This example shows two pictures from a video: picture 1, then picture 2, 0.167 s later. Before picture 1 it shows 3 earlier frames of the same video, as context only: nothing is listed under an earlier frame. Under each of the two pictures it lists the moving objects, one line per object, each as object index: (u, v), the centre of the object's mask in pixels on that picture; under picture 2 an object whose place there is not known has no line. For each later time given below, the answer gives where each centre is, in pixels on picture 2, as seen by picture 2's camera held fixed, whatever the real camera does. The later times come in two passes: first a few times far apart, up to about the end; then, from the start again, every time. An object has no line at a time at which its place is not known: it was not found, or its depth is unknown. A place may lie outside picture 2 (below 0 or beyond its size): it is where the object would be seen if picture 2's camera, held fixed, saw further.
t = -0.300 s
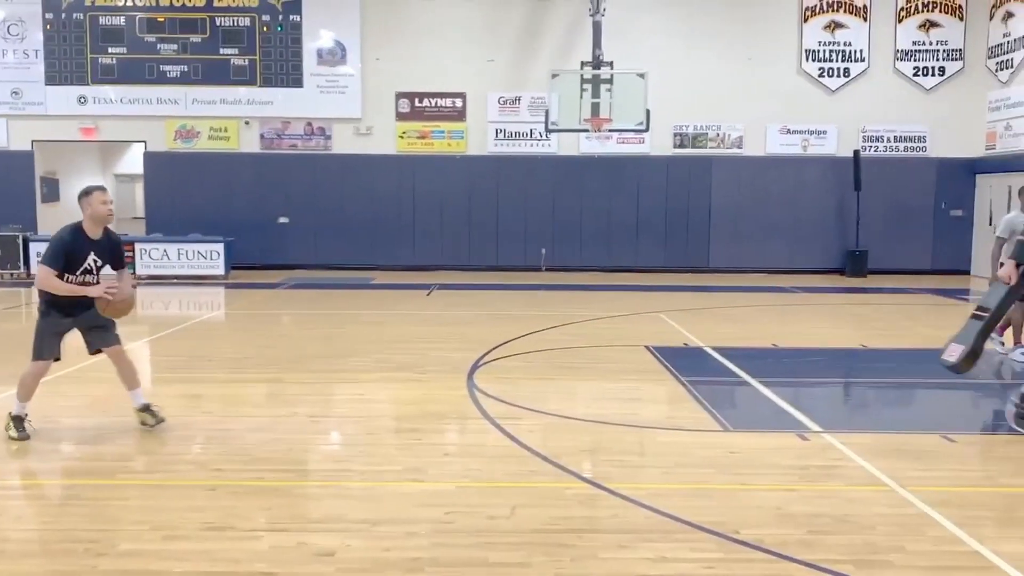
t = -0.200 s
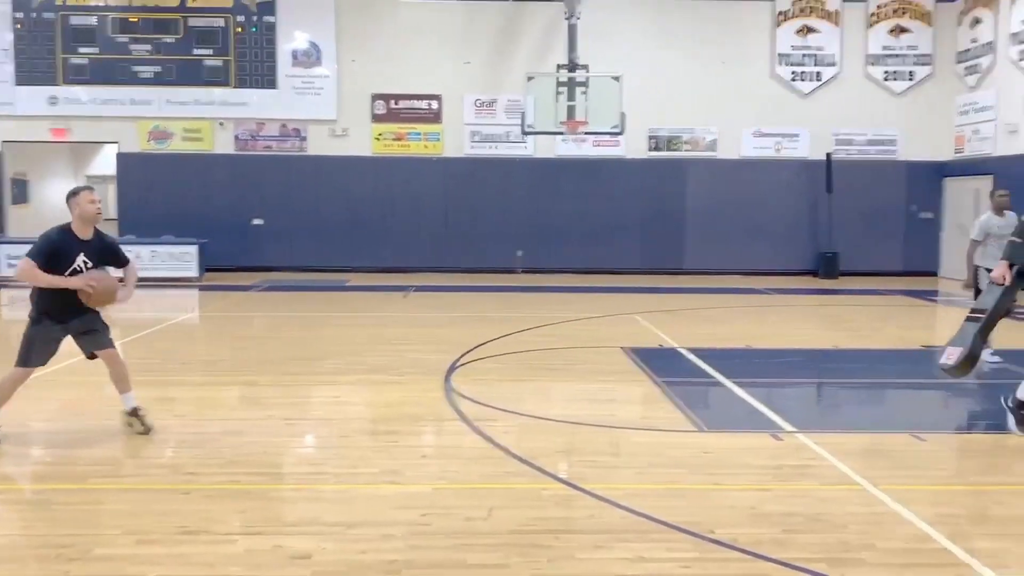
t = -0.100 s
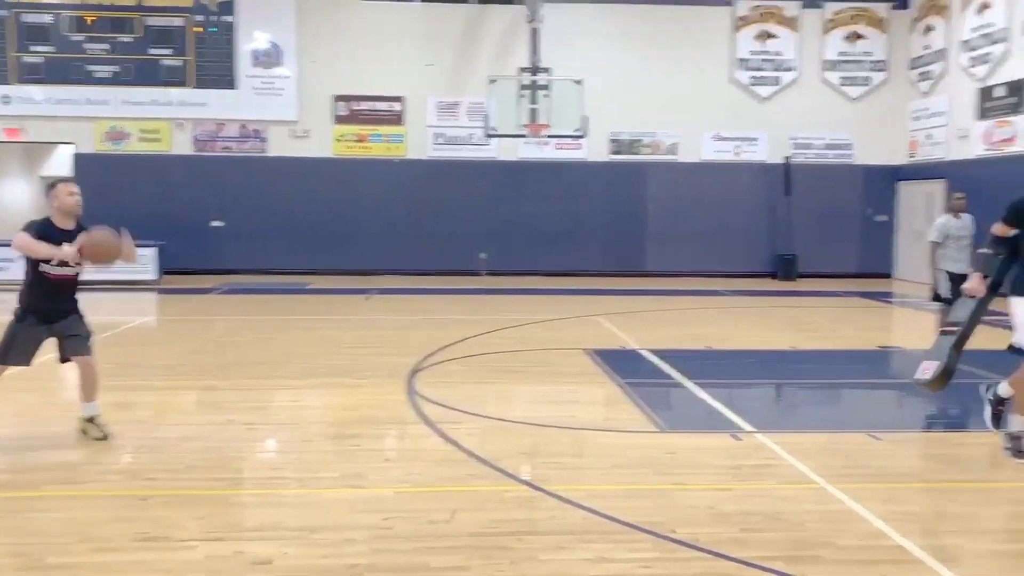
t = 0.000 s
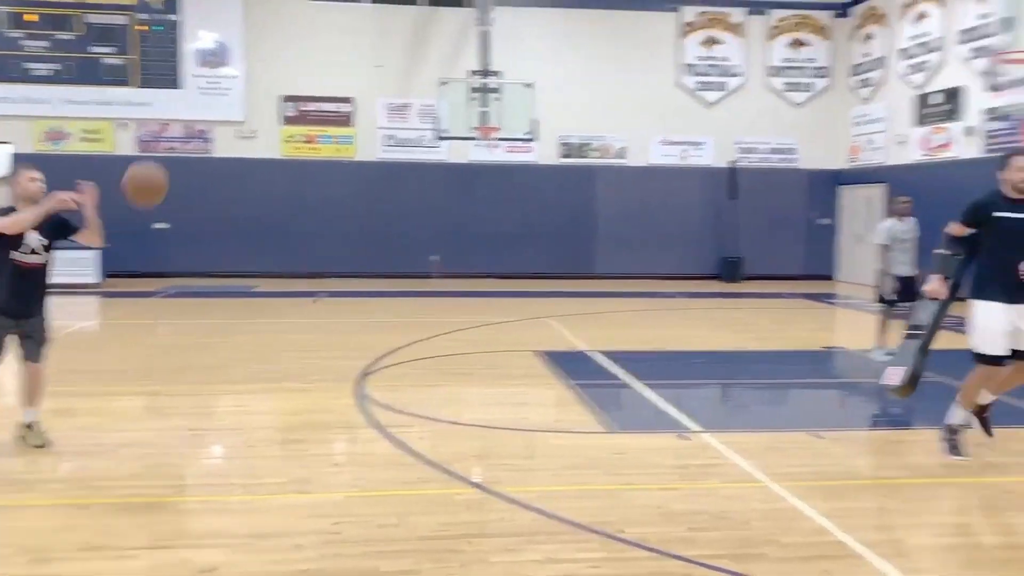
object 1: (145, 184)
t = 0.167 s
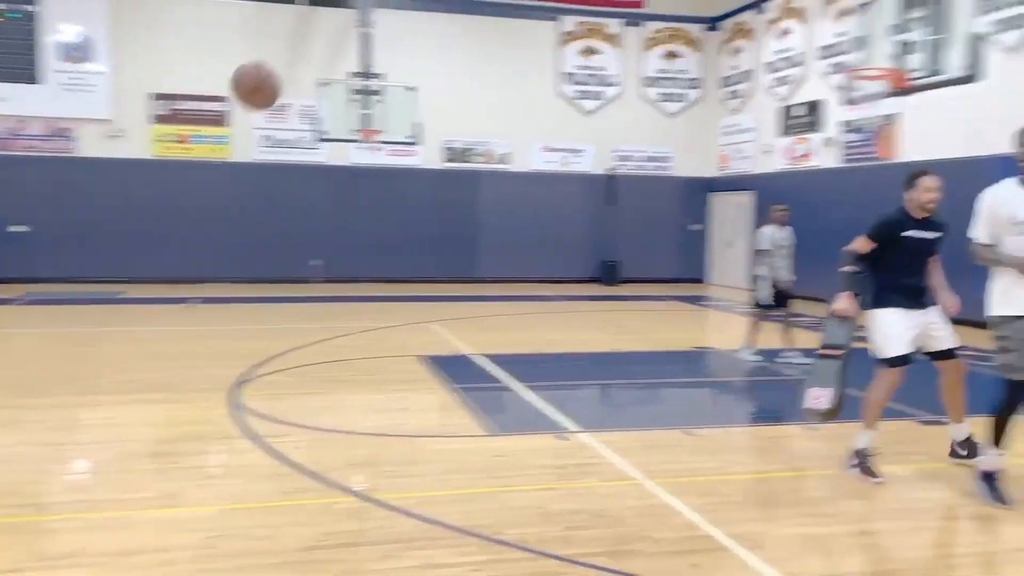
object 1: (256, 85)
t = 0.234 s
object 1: (357, 62)
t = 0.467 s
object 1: (752, 42)
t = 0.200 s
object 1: (306, 72)
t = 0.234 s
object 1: (357, 62)
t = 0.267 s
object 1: (410, 52)
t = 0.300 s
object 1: (462, 46)
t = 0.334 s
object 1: (518, 40)
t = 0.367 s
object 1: (575, 37)
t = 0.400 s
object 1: (632, 36)
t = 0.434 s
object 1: (689, 38)
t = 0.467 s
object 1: (752, 42)
